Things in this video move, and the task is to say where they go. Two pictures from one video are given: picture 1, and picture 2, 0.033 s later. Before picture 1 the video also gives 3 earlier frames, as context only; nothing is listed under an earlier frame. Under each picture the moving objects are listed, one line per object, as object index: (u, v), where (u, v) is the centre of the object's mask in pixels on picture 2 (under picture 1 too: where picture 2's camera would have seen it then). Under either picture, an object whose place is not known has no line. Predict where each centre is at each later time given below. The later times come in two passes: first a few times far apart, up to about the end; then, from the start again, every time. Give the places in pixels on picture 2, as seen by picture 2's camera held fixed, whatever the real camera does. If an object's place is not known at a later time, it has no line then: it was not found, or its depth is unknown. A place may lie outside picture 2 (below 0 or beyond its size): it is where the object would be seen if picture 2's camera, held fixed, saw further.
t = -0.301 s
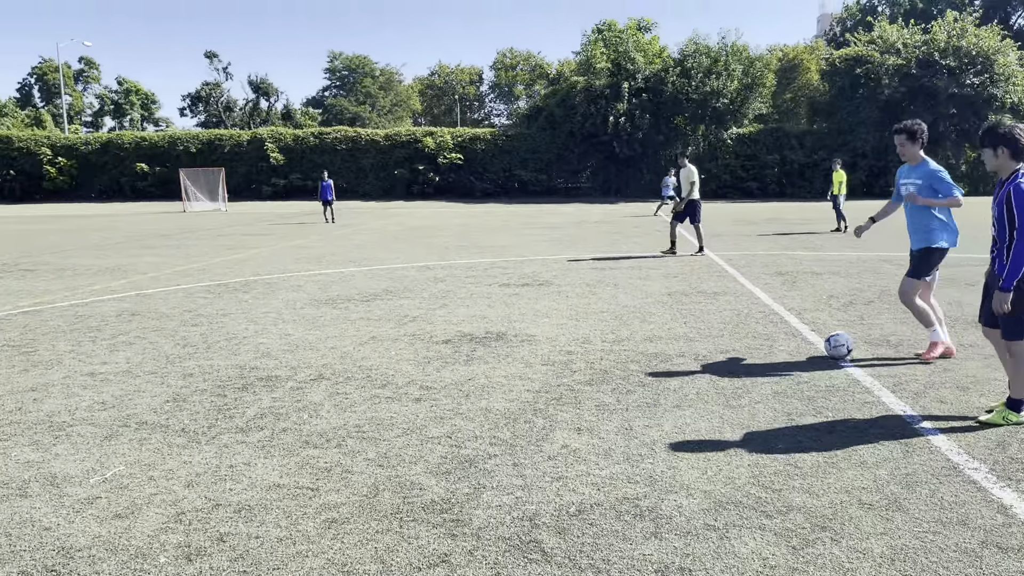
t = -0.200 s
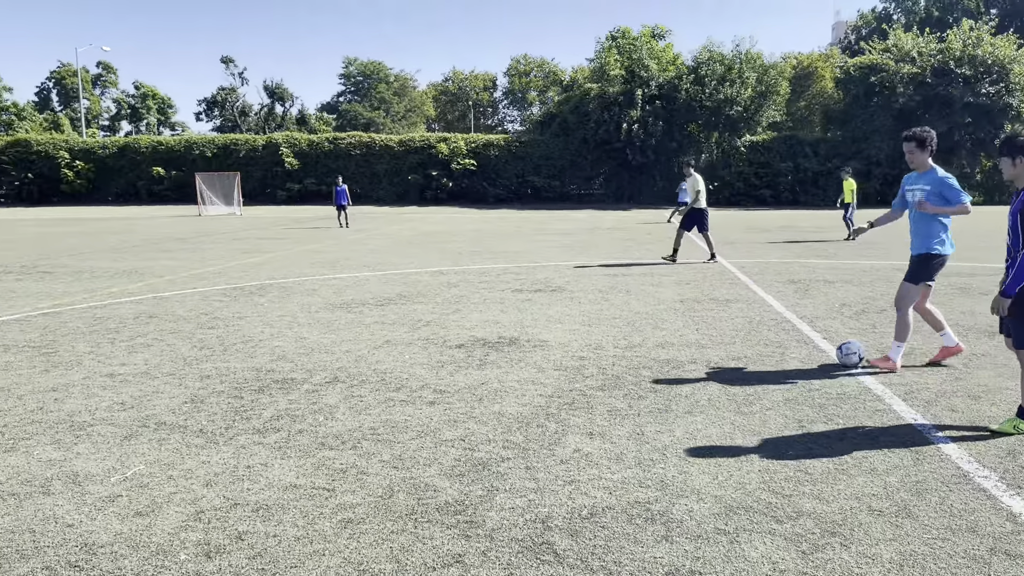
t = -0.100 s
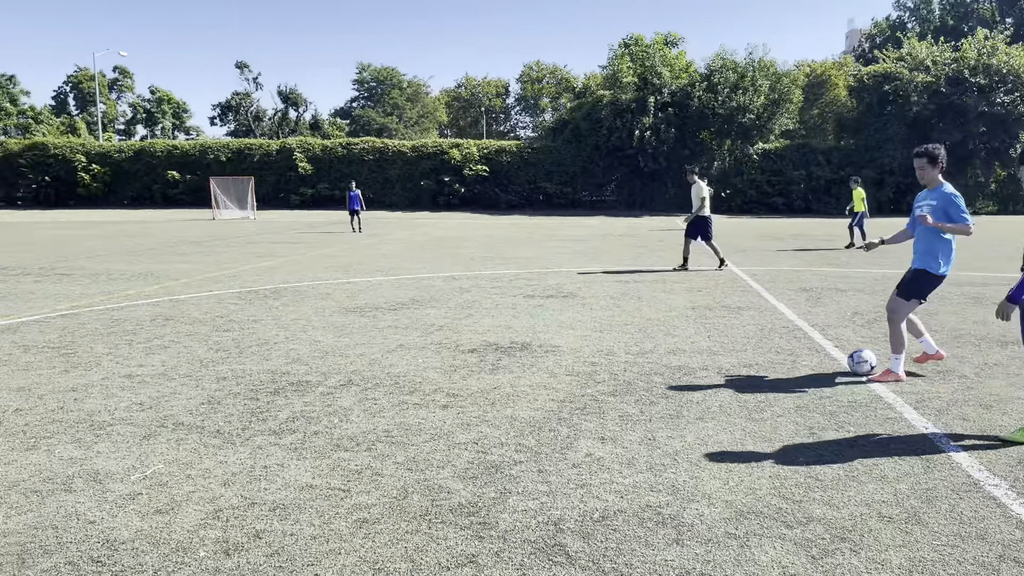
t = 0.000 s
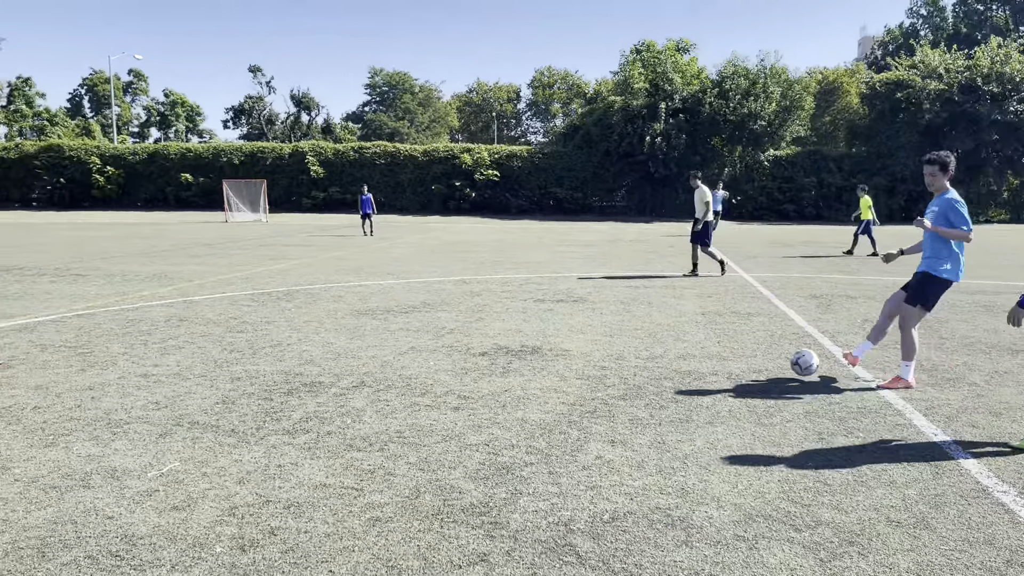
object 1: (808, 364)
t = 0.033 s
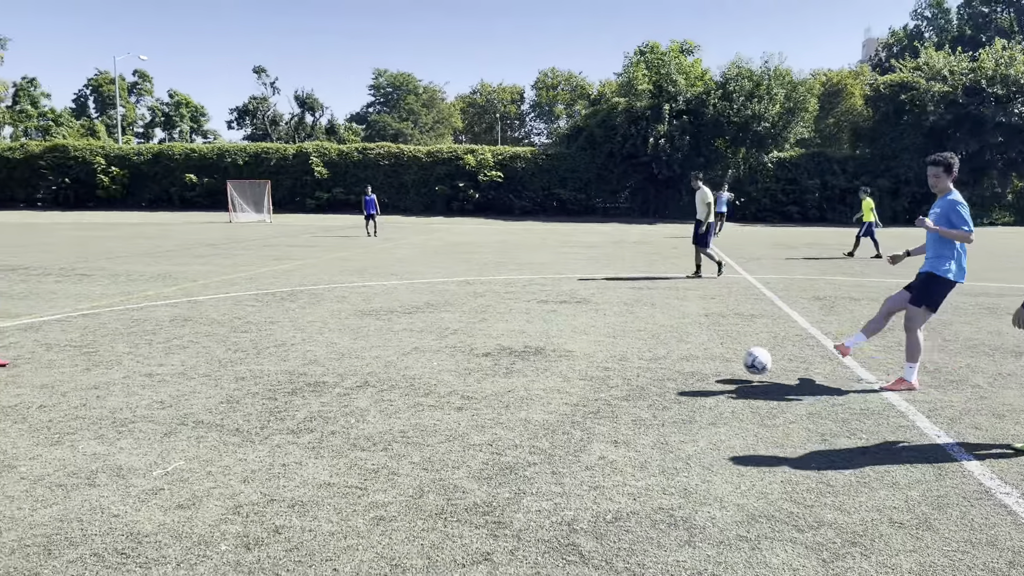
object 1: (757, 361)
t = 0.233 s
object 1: (465, 371)
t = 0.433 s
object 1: (220, 367)
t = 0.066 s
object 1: (707, 359)
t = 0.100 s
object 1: (657, 358)
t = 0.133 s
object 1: (608, 360)
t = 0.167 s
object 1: (560, 363)
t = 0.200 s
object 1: (511, 367)
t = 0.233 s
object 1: (465, 371)
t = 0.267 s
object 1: (424, 366)
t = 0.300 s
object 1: (384, 363)
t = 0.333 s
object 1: (343, 362)
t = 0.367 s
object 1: (302, 361)
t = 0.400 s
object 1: (262, 363)
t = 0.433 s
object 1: (220, 367)
